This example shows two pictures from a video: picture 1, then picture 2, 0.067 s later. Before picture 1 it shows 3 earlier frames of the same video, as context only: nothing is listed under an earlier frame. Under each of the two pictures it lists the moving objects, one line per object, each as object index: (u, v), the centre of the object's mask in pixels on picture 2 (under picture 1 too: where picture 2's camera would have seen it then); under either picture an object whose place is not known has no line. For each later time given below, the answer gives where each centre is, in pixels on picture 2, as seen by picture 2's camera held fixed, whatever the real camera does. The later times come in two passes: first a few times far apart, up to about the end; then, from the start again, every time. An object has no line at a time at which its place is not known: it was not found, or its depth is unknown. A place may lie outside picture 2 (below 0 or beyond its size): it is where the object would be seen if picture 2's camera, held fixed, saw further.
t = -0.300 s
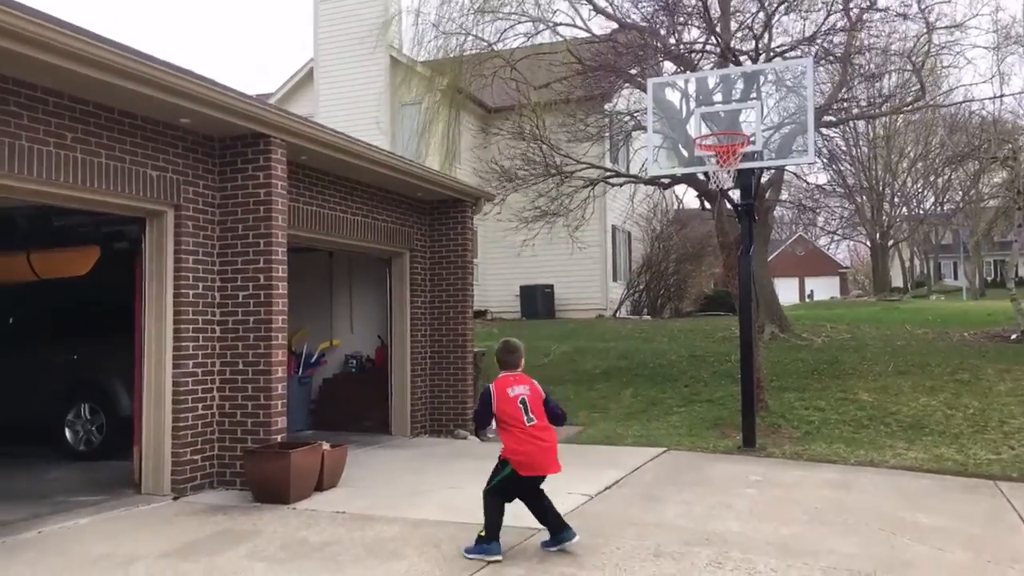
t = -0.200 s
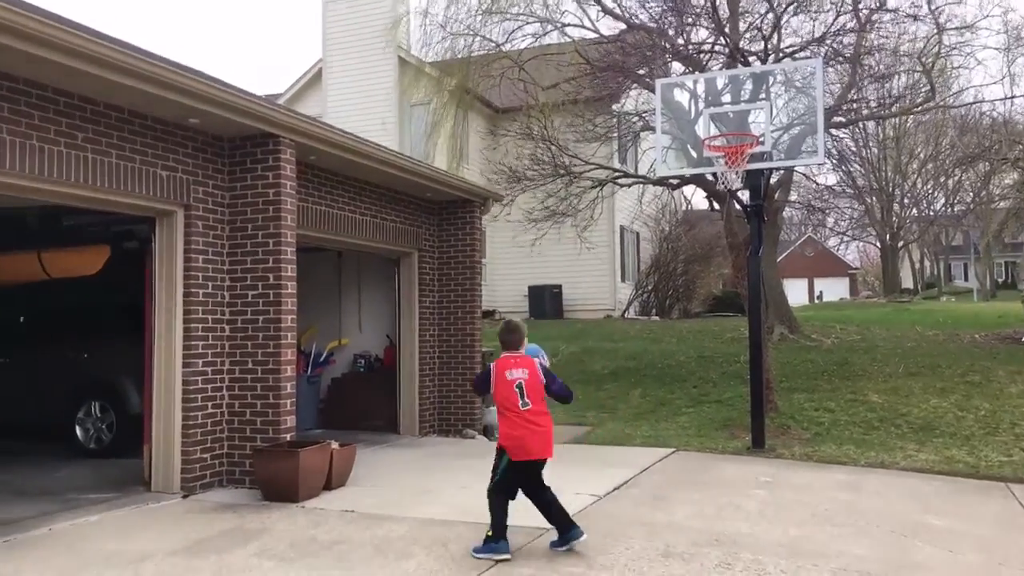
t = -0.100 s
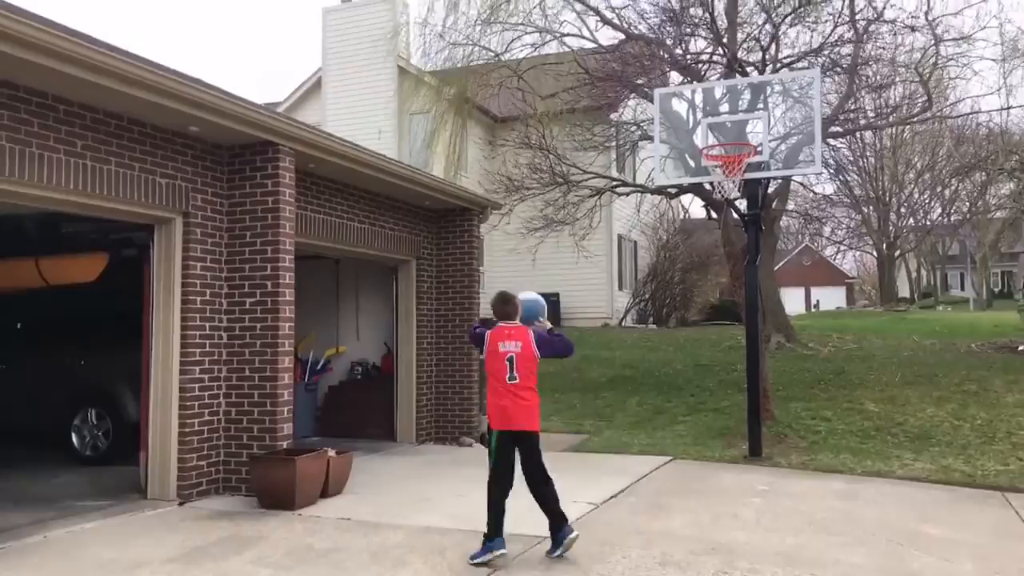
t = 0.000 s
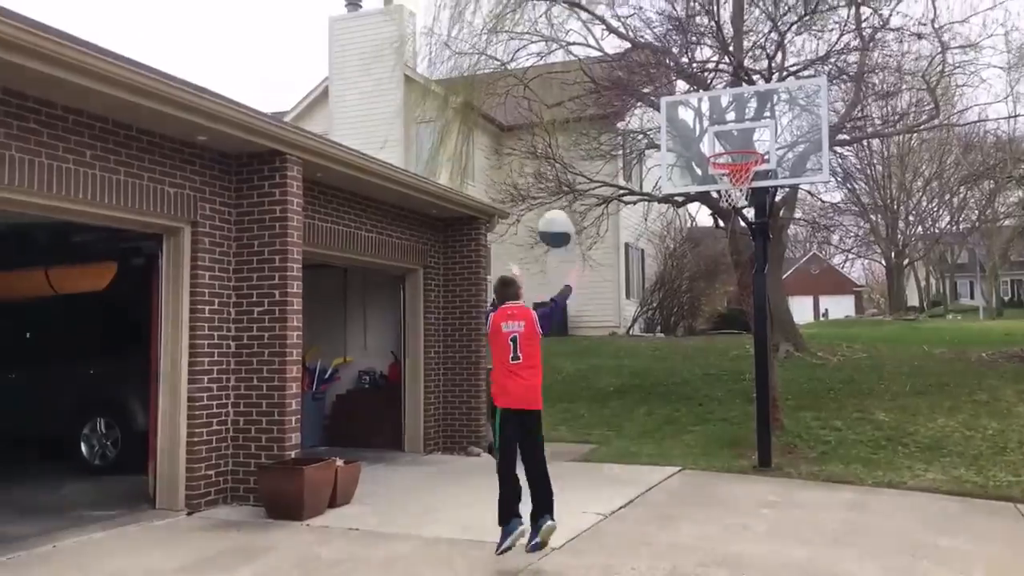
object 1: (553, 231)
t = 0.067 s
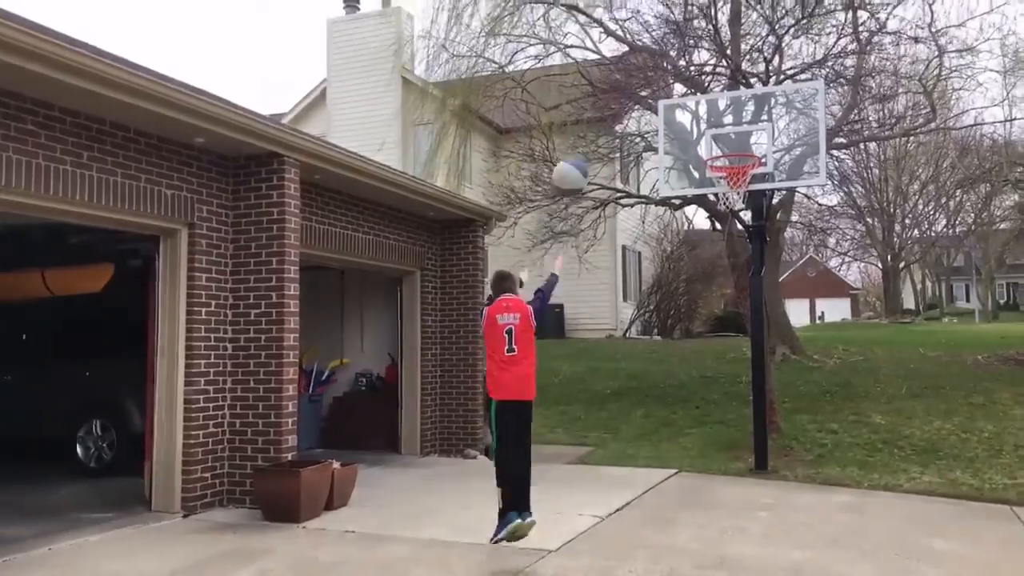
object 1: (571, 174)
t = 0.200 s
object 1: (600, 96)
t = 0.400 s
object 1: (643, 36)
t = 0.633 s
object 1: (680, 39)
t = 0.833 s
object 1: (709, 83)
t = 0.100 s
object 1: (578, 153)
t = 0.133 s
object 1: (586, 128)
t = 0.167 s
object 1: (593, 112)
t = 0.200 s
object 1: (600, 96)
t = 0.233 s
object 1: (608, 82)
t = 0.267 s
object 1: (614, 71)
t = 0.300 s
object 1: (619, 60)
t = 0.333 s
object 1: (626, 52)
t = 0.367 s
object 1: (634, 43)
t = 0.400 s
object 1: (643, 36)
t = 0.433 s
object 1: (647, 33)
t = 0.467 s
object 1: (654, 30)
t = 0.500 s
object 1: (659, 30)
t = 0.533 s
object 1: (664, 30)
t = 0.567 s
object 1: (669, 33)
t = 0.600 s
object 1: (674, 34)
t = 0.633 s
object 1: (680, 39)
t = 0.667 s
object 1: (686, 43)
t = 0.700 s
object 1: (690, 50)
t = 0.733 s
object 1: (695, 55)
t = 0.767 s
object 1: (701, 64)
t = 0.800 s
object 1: (705, 74)
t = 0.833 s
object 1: (709, 83)
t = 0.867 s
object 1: (716, 93)
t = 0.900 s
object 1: (720, 109)
